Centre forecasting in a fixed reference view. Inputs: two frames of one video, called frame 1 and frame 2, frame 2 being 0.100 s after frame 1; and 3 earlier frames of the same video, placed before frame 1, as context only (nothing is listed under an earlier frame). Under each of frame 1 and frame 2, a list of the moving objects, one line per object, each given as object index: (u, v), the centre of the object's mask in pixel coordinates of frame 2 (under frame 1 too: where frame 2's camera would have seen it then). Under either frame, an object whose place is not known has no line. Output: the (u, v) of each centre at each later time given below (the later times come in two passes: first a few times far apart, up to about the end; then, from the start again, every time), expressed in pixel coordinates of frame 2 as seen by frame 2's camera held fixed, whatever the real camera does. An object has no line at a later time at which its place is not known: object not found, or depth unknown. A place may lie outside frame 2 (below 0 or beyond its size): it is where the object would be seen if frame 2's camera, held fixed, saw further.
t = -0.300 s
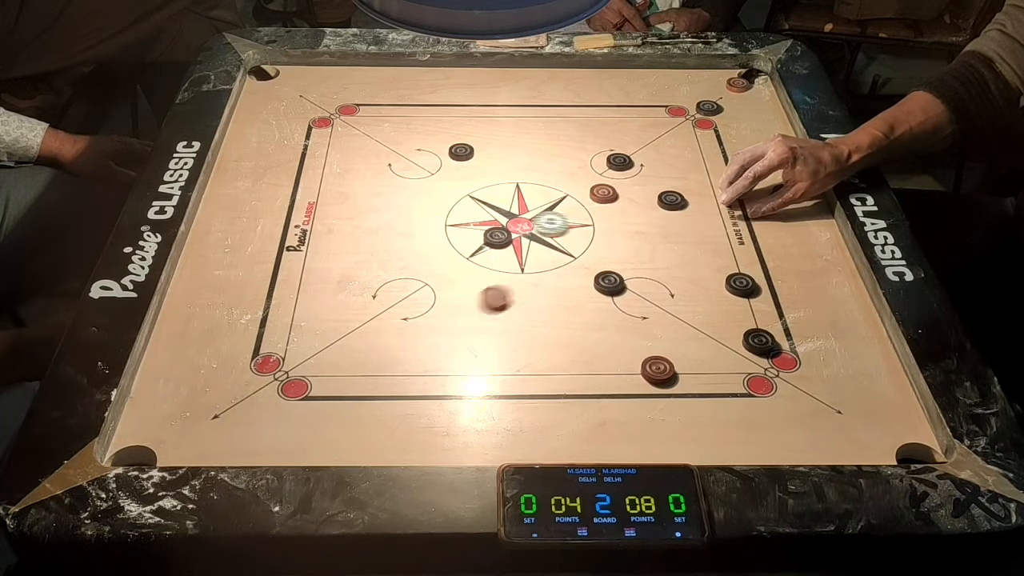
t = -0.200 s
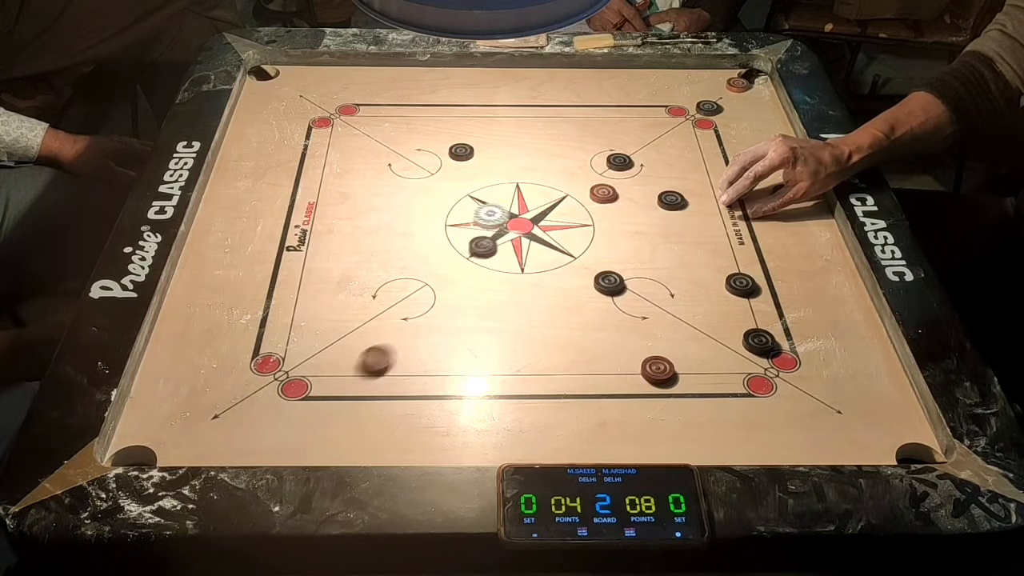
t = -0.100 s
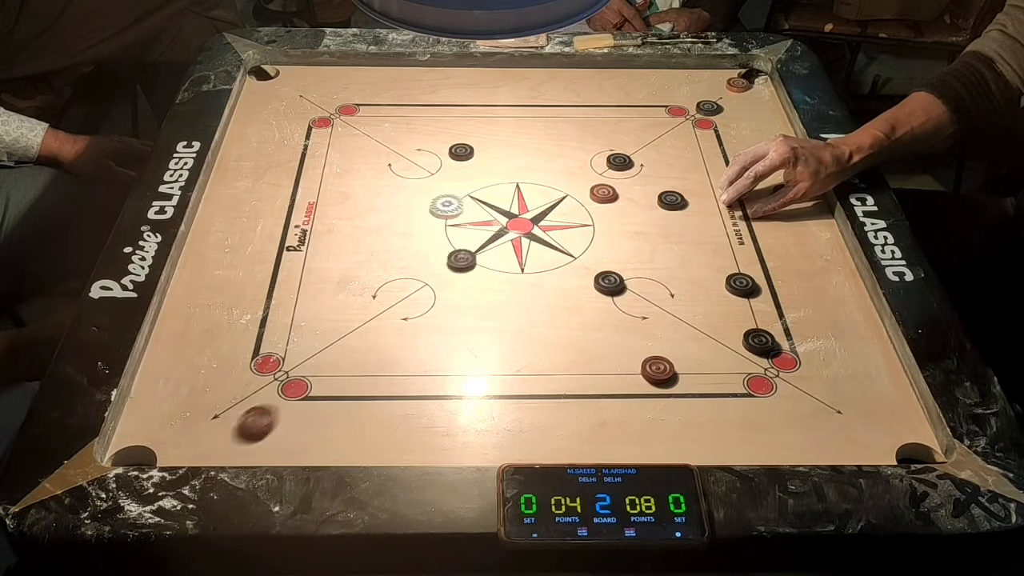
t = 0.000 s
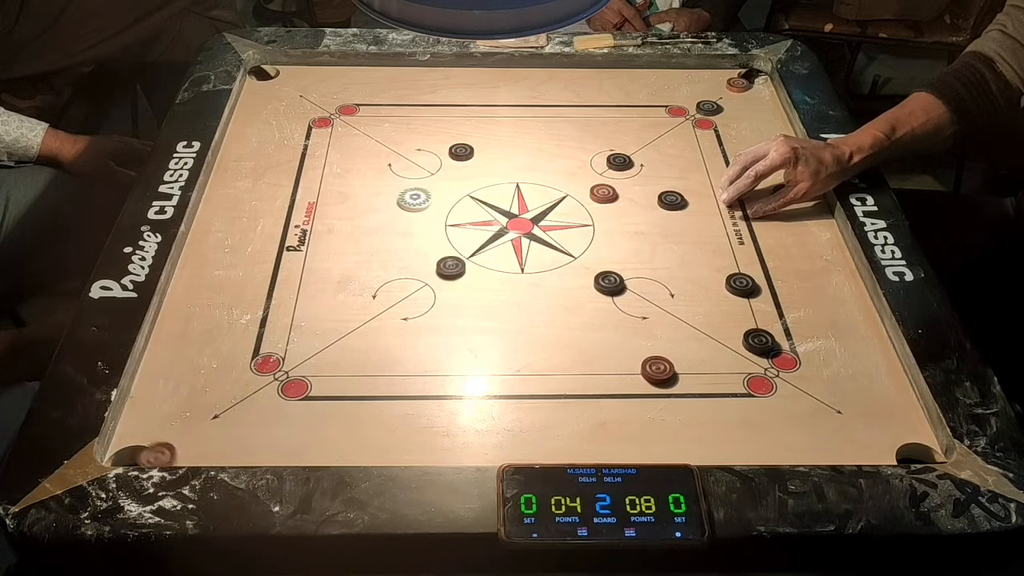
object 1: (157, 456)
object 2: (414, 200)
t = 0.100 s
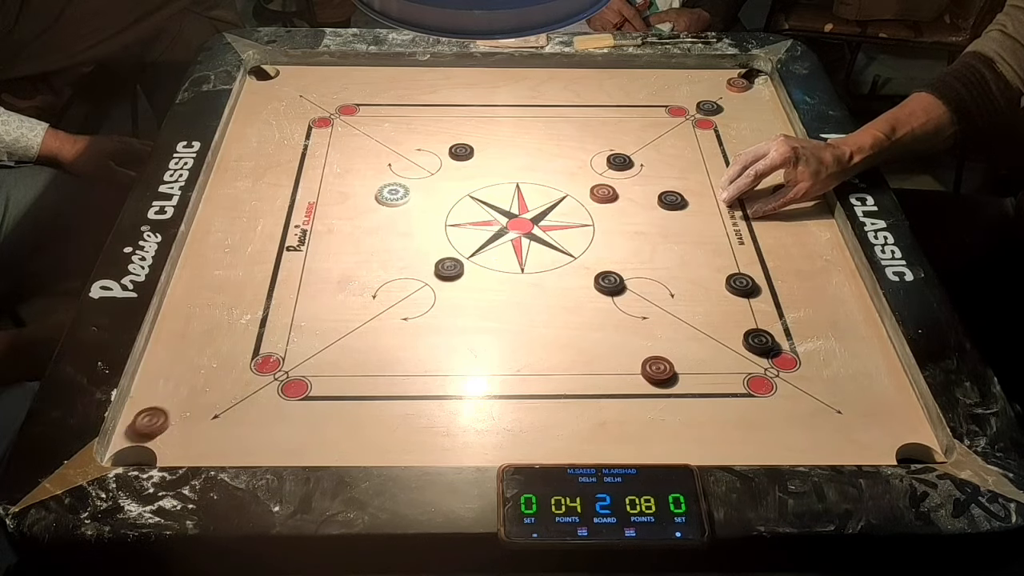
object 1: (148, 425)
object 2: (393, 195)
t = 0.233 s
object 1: (198, 394)
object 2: (379, 191)
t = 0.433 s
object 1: (220, 383)
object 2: (378, 191)
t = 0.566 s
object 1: (220, 383)
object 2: (378, 191)
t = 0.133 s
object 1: (162, 415)
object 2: (388, 193)
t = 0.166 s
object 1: (176, 407)
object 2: (384, 193)
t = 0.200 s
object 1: (189, 399)
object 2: (381, 192)
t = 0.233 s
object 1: (198, 394)
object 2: (379, 191)
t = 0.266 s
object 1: (206, 390)
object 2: (378, 191)
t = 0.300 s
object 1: (211, 387)
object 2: (378, 191)
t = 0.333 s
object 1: (217, 384)
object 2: (378, 191)
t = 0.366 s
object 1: (219, 384)
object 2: (378, 191)
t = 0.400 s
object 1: (220, 383)
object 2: (378, 191)
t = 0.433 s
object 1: (220, 383)
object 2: (378, 191)
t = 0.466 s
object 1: (220, 383)
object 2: (378, 191)
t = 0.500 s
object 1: (220, 383)
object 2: (378, 191)
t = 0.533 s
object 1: (220, 383)
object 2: (378, 191)
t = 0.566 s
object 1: (220, 383)
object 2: (378, 191)
